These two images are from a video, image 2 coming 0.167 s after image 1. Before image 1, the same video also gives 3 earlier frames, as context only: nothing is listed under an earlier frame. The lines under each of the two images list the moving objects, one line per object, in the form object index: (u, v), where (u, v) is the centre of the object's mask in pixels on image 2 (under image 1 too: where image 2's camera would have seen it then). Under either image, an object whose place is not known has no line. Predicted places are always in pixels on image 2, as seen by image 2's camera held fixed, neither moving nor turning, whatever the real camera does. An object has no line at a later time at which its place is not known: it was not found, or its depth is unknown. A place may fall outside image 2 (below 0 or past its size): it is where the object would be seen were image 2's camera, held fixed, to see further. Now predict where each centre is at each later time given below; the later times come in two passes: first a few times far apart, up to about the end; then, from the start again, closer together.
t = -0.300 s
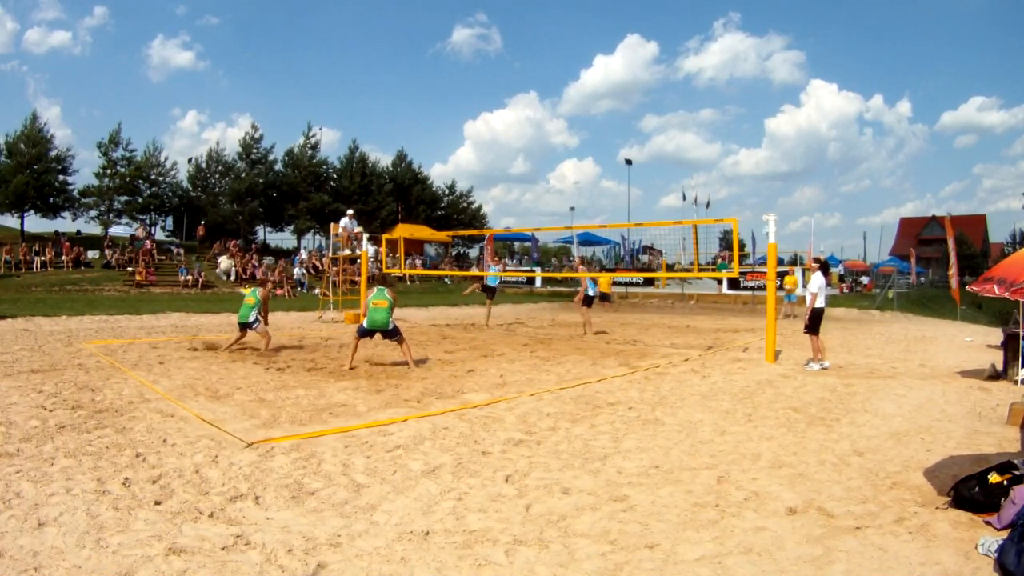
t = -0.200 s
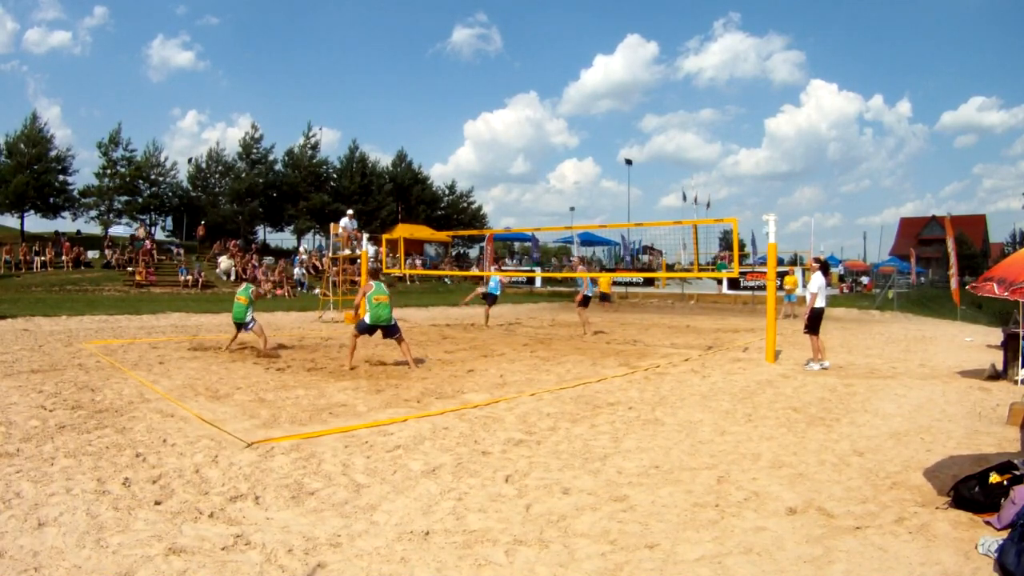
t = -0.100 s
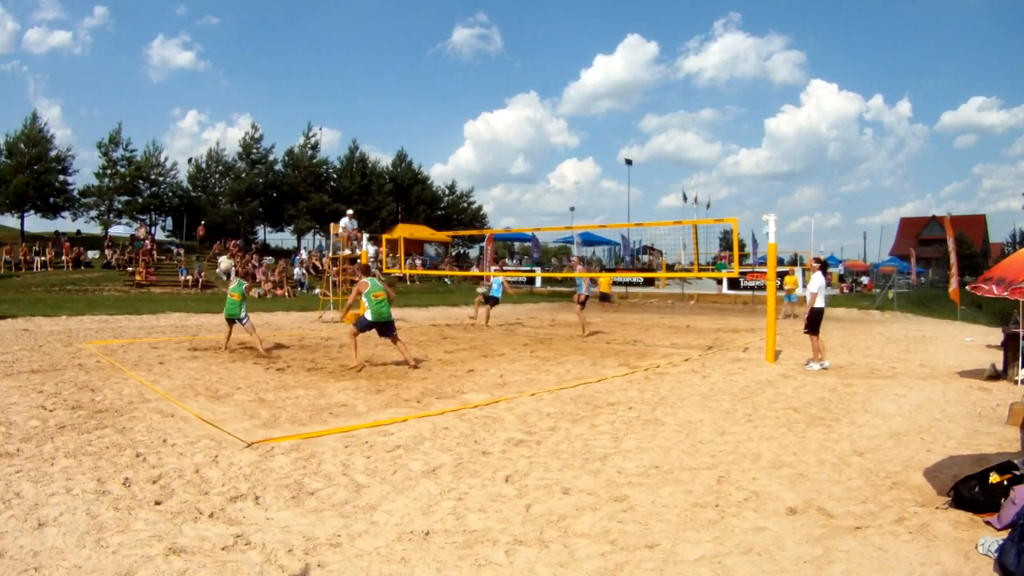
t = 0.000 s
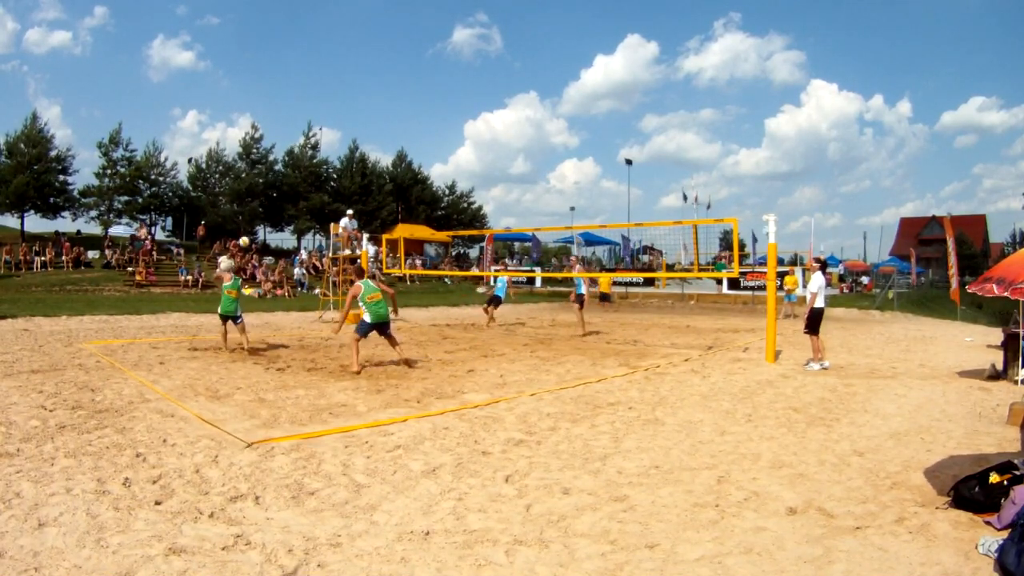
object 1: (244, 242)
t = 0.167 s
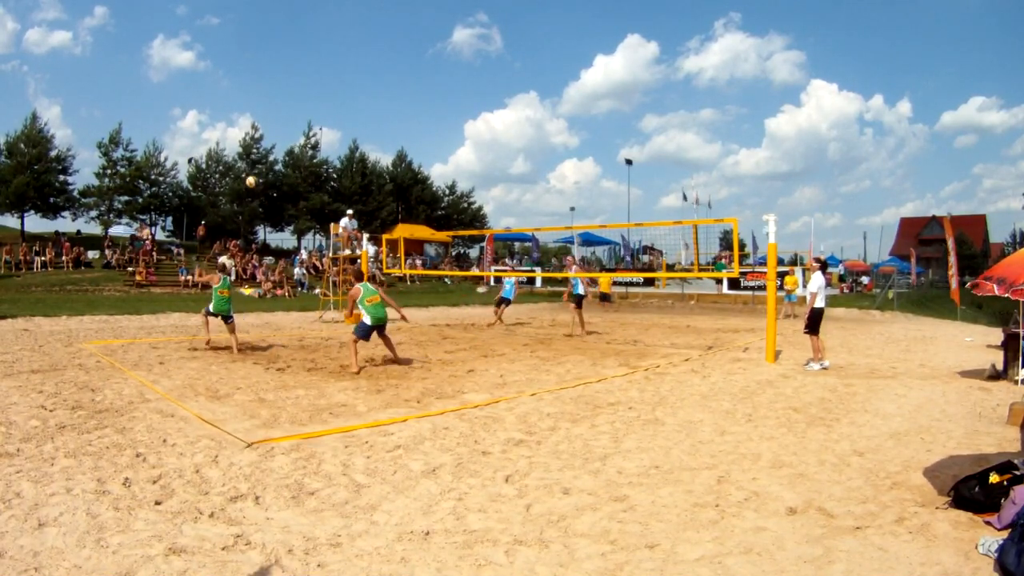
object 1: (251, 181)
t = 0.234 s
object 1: (255, 160)
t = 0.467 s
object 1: (267, 108)
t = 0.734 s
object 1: (281, 84)
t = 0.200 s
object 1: (254, 171)
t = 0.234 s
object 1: (255, 160)
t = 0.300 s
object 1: (258, 143)
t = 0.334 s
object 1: (259, 134)
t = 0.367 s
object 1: (262, 127)
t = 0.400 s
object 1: (264, 120)
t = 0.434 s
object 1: (265, 114)
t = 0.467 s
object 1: (267, 108)
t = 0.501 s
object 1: (269, 103)
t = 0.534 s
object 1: (270, 98)
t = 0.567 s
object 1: (272, 95)
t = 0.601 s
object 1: (274, 91)
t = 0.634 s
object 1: (275, 89)
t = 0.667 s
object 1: (278, 86)
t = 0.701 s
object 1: (278, 85)
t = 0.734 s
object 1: (281, 84)
